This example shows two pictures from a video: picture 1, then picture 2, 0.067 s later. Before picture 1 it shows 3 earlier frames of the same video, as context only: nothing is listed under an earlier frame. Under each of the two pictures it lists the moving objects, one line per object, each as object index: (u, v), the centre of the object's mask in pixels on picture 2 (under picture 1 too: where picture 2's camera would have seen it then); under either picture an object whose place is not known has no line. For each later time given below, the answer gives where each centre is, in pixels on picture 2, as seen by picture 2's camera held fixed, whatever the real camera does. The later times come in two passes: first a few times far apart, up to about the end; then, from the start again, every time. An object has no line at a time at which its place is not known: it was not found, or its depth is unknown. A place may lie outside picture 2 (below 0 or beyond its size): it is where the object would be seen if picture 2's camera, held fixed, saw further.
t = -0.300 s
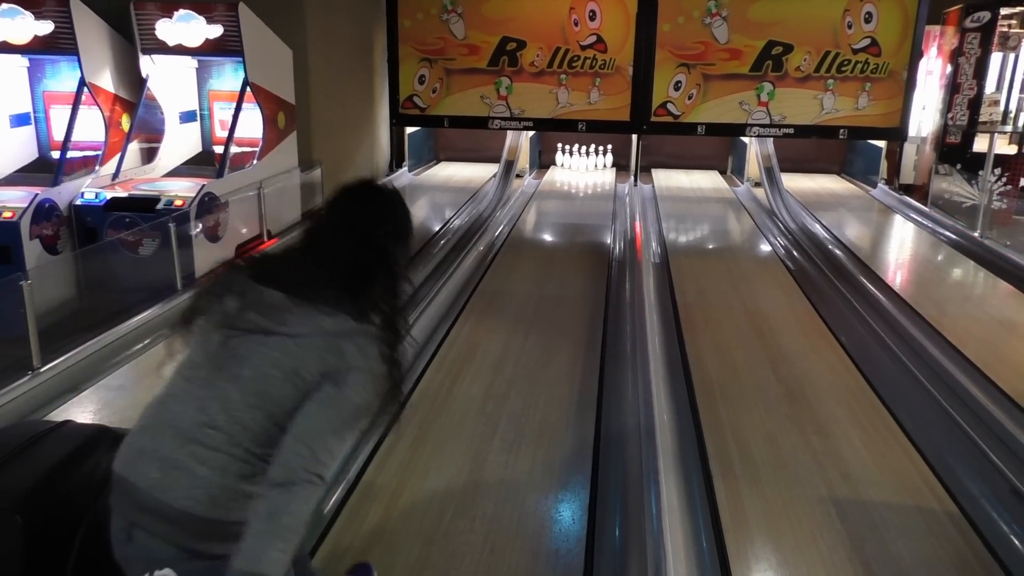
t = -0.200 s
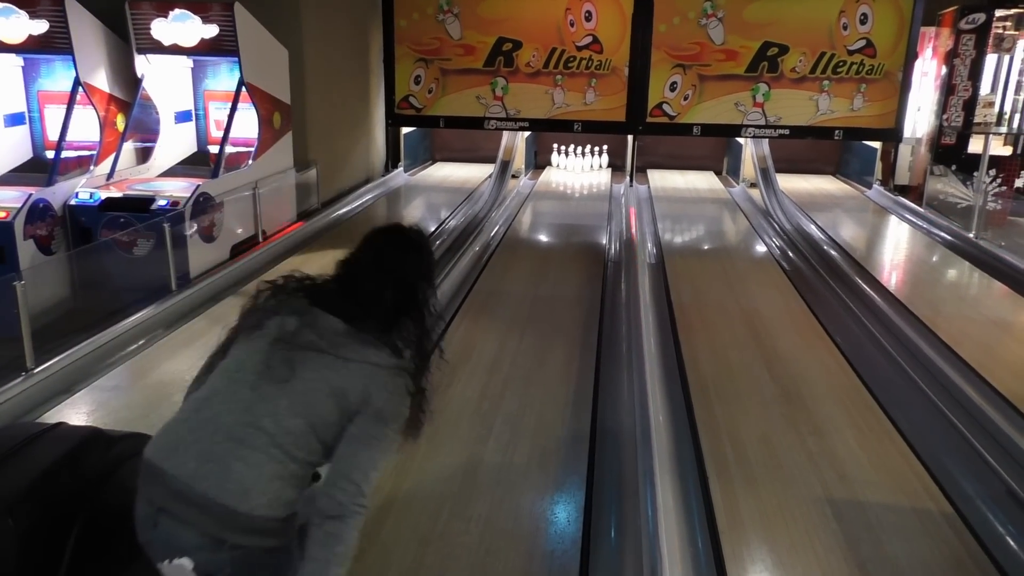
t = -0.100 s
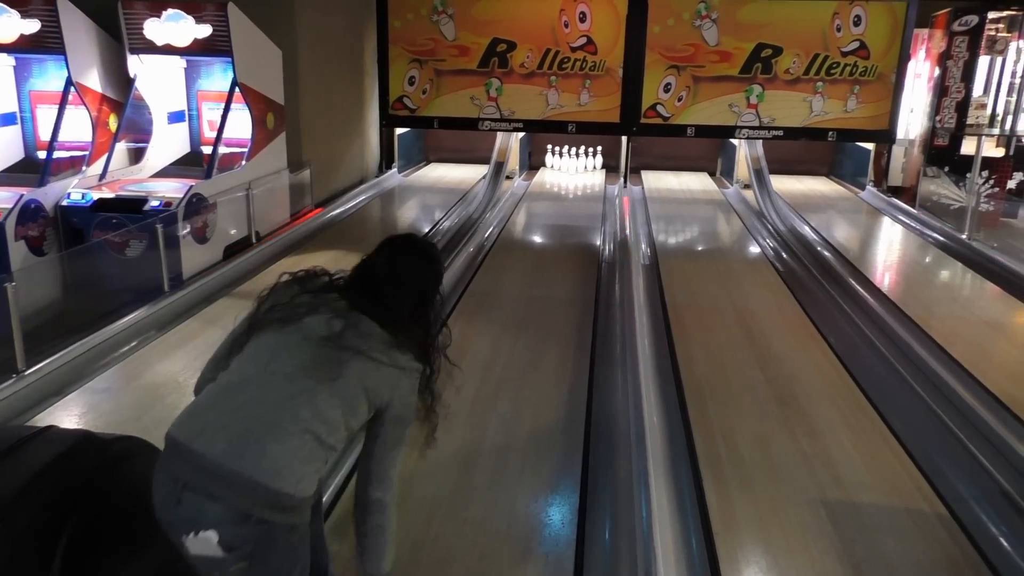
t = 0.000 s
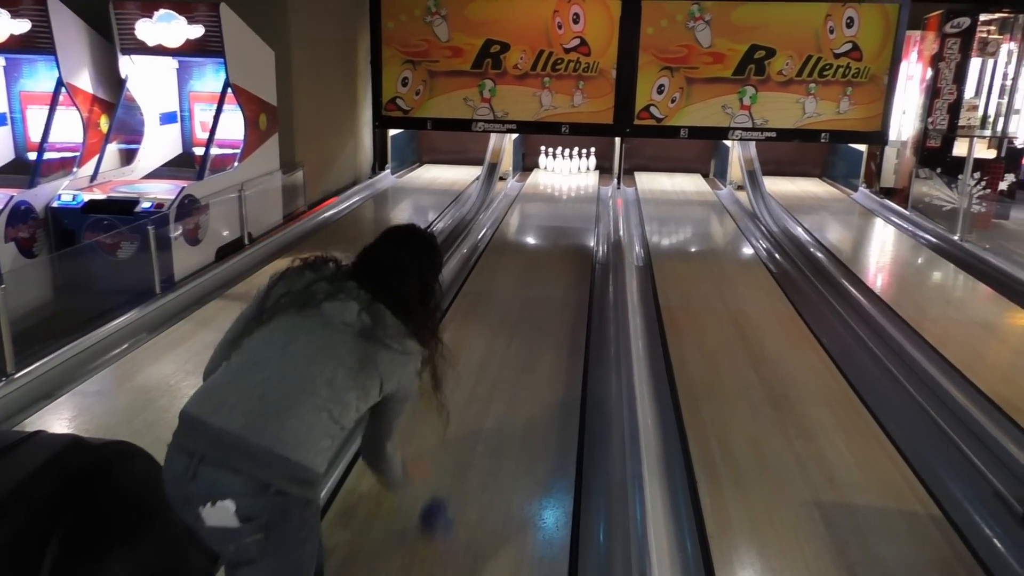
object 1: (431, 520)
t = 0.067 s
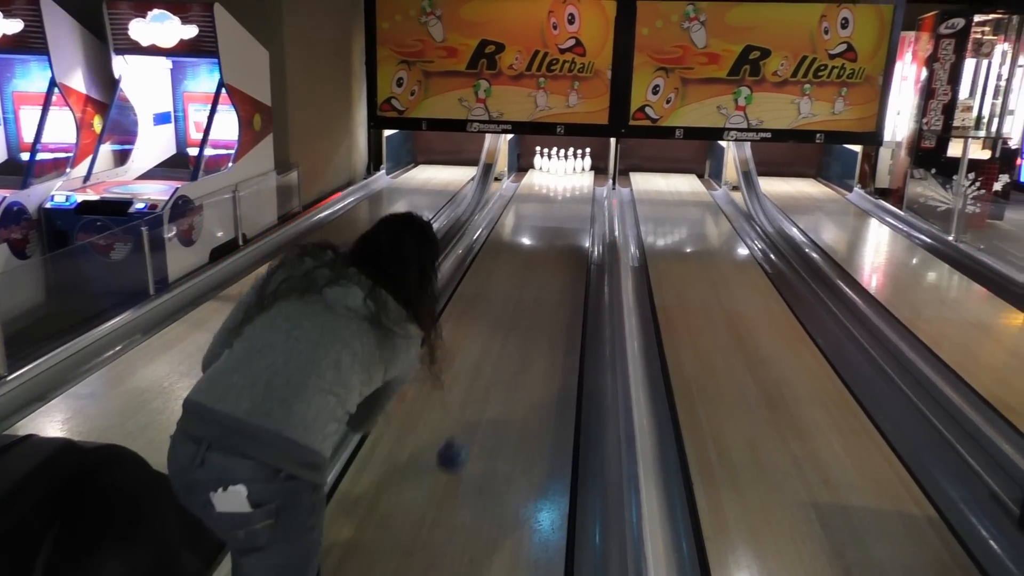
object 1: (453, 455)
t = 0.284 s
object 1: (491, 336)
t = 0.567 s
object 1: (513, 261)
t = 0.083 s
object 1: (456, 444)
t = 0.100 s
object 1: (460, 433)
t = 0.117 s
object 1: (464, 421)
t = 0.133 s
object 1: (468, 410)
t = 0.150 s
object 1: (471, 399)
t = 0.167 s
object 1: (474, 390)
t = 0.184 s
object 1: (477, 381)
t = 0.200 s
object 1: (480, 372)
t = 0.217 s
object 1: (483, 365)
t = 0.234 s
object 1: (485, 357)
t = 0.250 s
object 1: (486, 350)
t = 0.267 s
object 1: (488, 343)
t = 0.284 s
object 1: (491, 336)
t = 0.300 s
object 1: (493, 330)
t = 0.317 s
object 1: (495, 324)
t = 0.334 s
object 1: (497, 319)
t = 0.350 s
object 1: (498, 313)
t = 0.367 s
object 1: (500, 308)
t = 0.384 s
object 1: (501, 303)
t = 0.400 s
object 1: (502, 298)
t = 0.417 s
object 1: (504, 294)
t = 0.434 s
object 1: (505, 289)
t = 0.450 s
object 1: (506, 286)
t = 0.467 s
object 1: (508, 282)
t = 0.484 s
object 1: (508, 278)
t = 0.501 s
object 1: (509, 274)
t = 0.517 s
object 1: (511, 270)
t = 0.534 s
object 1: (512, 267)
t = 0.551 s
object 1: (512, 264)
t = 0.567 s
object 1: (513, 261)
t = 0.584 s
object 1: (513, 257)
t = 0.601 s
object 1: (515, 254)
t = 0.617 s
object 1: (516, 250)
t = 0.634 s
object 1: (517, 248)
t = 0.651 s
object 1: (517, 245)
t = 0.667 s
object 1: (518, 242)
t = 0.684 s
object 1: (519, 240)
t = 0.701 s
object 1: (519, 237)
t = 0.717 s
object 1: (520, 235)
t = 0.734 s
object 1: (521, 233)
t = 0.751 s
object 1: (521, 230)
